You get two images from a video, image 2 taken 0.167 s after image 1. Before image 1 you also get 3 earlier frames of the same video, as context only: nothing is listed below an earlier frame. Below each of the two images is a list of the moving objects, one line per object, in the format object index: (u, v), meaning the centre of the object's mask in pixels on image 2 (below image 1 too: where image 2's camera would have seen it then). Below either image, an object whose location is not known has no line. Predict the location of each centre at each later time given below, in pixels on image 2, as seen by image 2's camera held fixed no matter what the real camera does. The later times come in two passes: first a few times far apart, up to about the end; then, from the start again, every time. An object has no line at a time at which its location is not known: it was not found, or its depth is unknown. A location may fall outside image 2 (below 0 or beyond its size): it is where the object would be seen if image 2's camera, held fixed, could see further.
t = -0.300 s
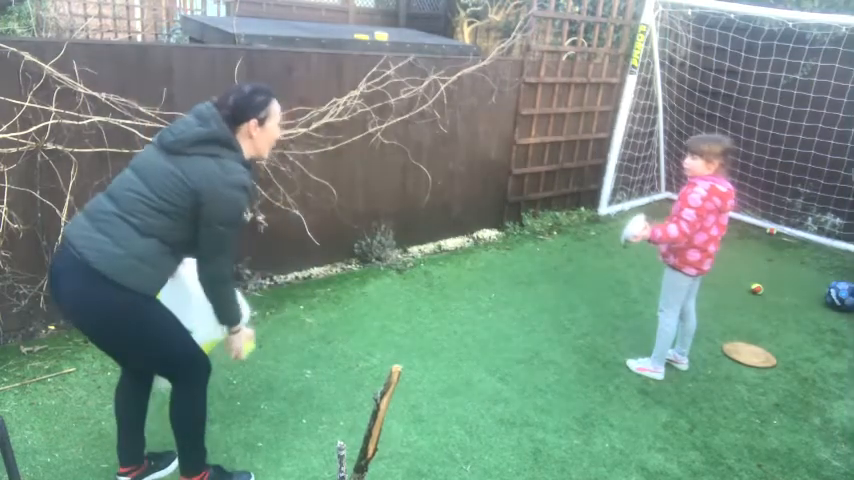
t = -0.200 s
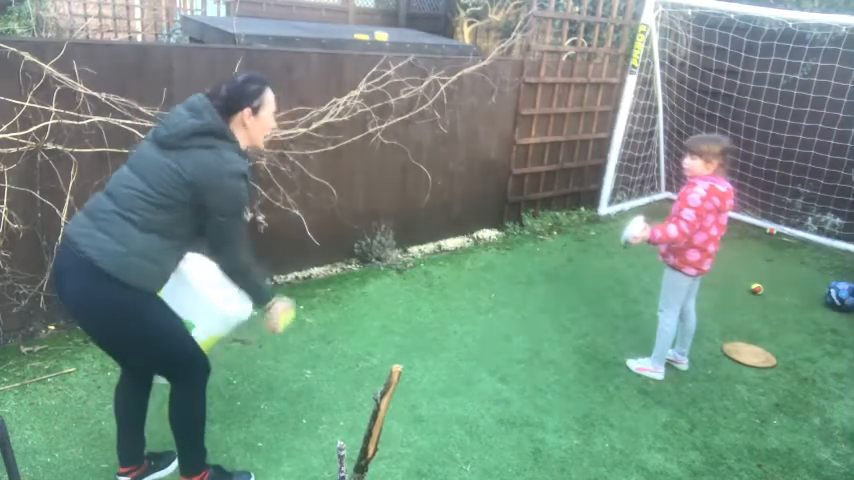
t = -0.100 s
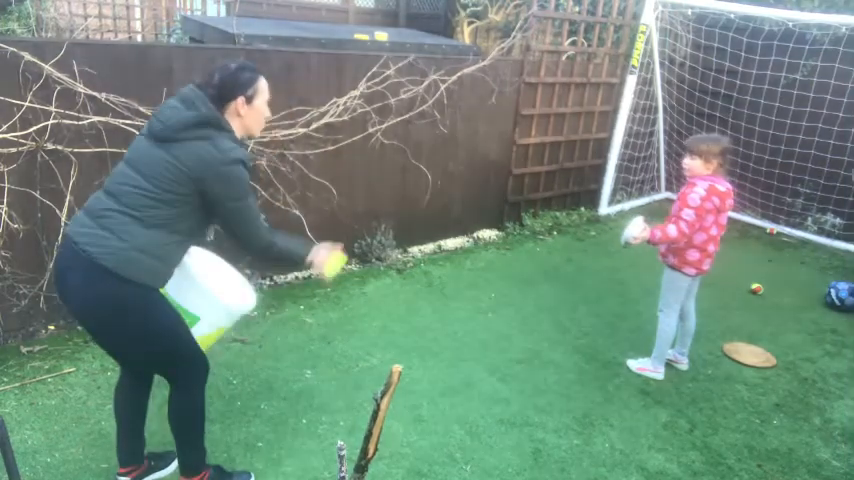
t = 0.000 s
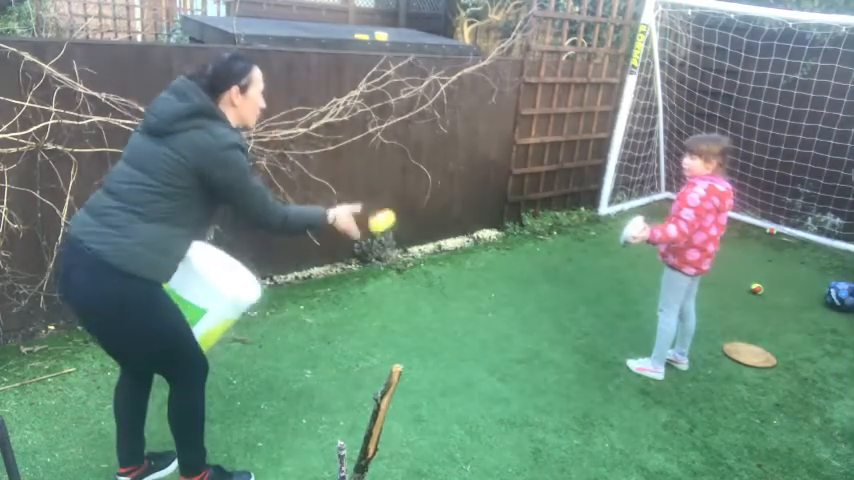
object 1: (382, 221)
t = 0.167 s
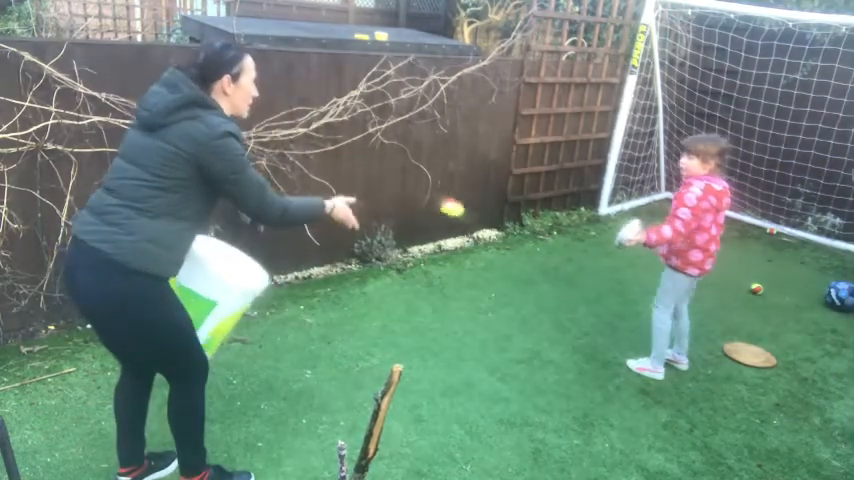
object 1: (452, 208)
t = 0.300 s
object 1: (493, 239)
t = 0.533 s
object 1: (543, 352)
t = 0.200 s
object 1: (463, 212)
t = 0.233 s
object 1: (474, 219)
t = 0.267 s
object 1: (484, 228)
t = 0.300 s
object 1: (493, 239)
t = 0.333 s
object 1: (502, 251)
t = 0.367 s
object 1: (511, 265)
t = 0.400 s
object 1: (518, 280)
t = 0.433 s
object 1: (525, 296)
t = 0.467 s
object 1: (531, 313)
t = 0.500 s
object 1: (537, 332)
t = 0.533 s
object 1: (543, 352)
